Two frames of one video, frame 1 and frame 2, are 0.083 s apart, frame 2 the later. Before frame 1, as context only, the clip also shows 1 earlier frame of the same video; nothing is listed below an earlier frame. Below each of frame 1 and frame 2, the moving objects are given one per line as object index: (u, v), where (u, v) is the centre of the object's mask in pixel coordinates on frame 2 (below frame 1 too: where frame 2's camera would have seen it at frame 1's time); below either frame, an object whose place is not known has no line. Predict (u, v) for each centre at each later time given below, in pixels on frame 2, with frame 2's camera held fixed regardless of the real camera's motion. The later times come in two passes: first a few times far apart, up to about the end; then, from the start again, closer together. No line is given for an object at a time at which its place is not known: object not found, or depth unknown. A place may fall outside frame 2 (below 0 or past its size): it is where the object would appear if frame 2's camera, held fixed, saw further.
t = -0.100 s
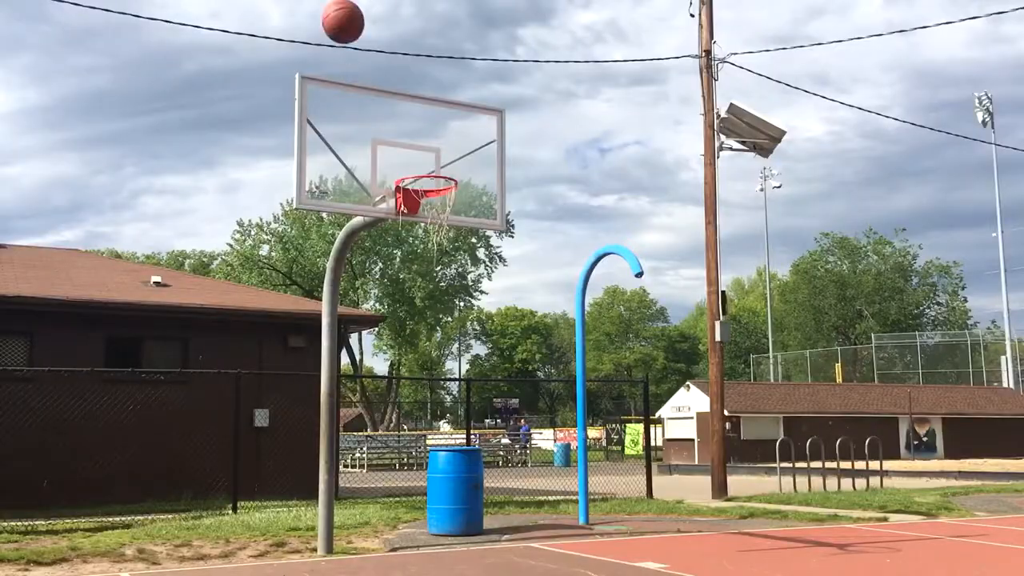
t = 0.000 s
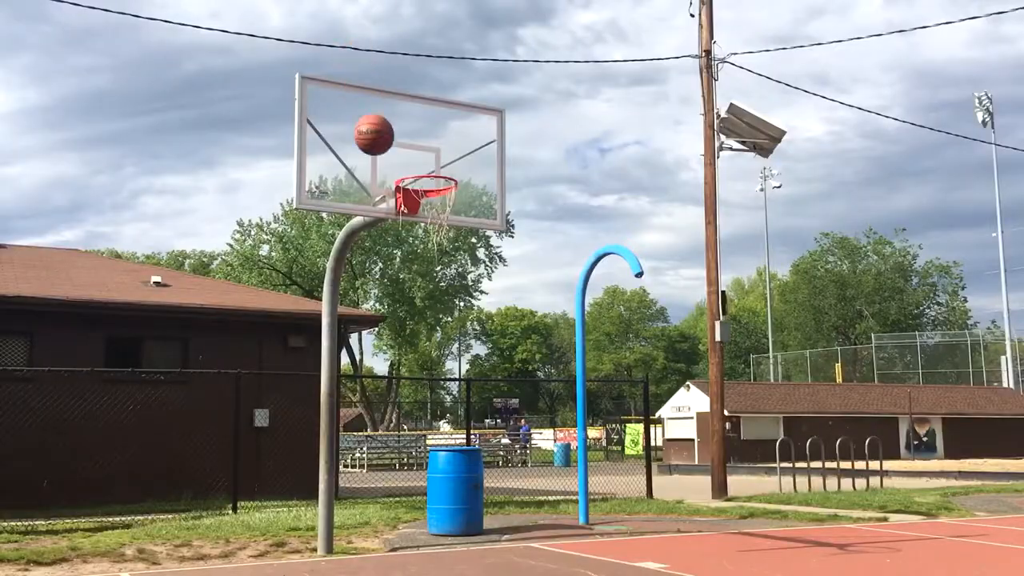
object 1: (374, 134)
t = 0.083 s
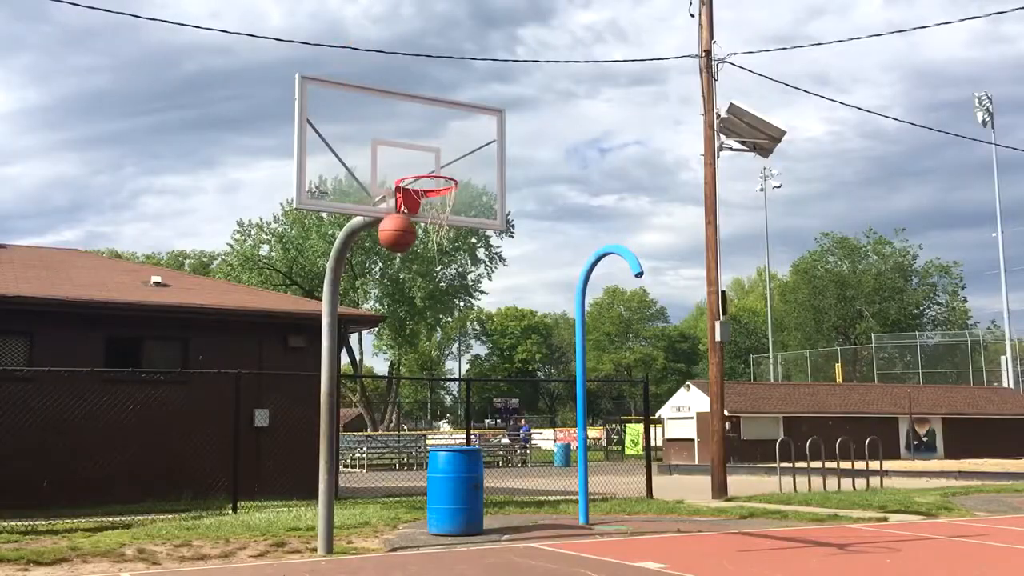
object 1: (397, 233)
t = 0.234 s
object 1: (434, 417)
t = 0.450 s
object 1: (473, 489)
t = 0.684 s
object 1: (501, 317)
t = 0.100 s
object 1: (401, 253)
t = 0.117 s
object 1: (406, 272)
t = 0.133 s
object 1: (410, 292)
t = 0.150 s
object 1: (414, 313)
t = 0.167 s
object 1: (418, 334)
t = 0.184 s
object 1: (422, 354)
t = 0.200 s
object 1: (426, 375)
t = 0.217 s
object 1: (430, 396)
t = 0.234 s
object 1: (434, 417)
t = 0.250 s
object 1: (438, 438)
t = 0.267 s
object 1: (442, 459)
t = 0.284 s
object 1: (445, 480)
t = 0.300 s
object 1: (449, 502)
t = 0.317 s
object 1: (452, 524)
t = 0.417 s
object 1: (468, 521)
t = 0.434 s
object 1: (470, 504)
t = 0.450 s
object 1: (473, 489)
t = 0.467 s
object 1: (475, 473)
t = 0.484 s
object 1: (477, 459)
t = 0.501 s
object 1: (479, 444)
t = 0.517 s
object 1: (481, 430)
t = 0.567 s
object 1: (487, 392)
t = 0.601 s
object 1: (492, 368)
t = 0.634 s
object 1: (496, 347)
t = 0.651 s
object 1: (497, 336)
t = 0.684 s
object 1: (501, 317)
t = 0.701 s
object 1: (504, 308)
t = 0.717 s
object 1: (506, 300)
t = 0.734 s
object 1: (508, 292)
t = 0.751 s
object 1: (510, 284)
